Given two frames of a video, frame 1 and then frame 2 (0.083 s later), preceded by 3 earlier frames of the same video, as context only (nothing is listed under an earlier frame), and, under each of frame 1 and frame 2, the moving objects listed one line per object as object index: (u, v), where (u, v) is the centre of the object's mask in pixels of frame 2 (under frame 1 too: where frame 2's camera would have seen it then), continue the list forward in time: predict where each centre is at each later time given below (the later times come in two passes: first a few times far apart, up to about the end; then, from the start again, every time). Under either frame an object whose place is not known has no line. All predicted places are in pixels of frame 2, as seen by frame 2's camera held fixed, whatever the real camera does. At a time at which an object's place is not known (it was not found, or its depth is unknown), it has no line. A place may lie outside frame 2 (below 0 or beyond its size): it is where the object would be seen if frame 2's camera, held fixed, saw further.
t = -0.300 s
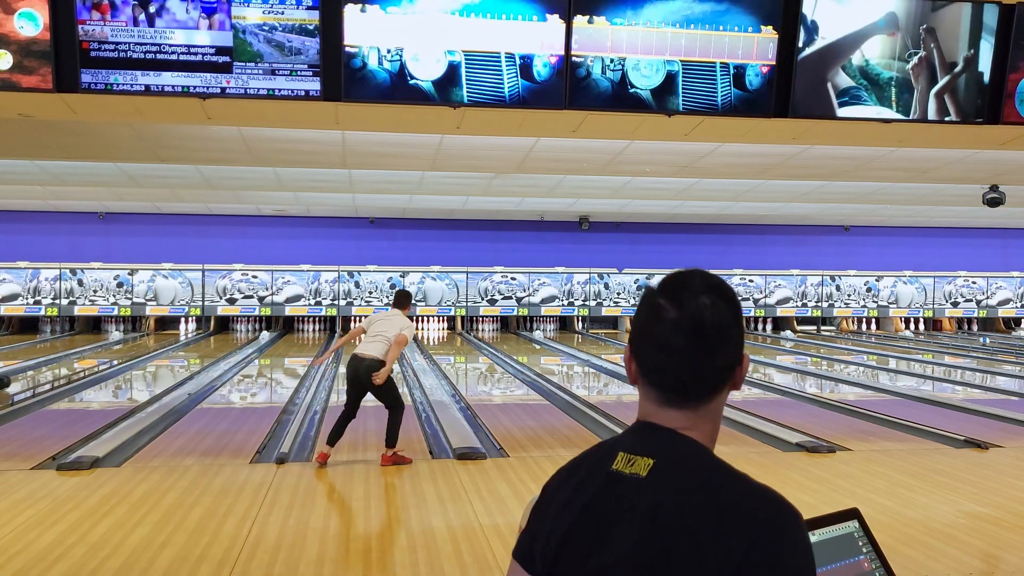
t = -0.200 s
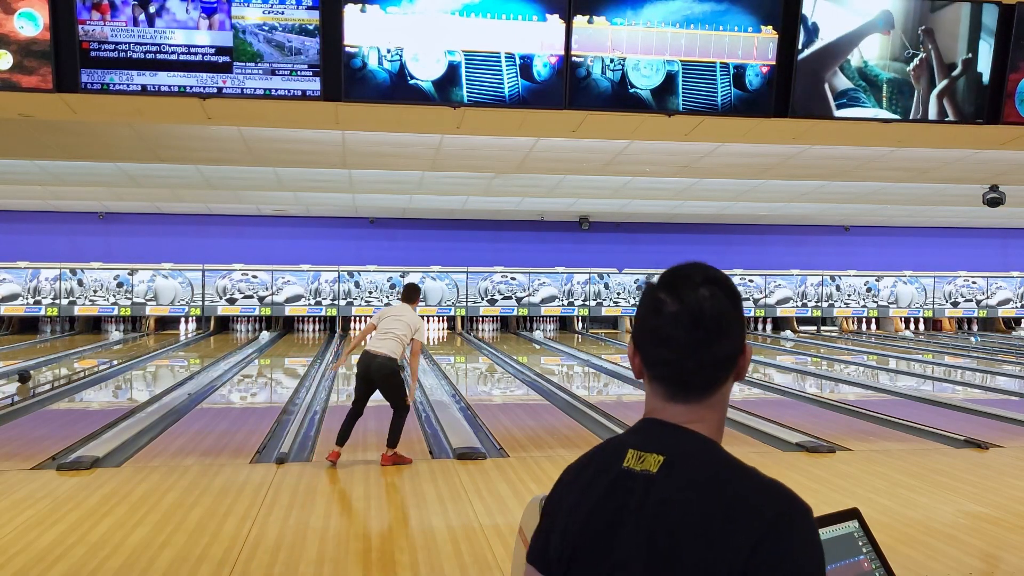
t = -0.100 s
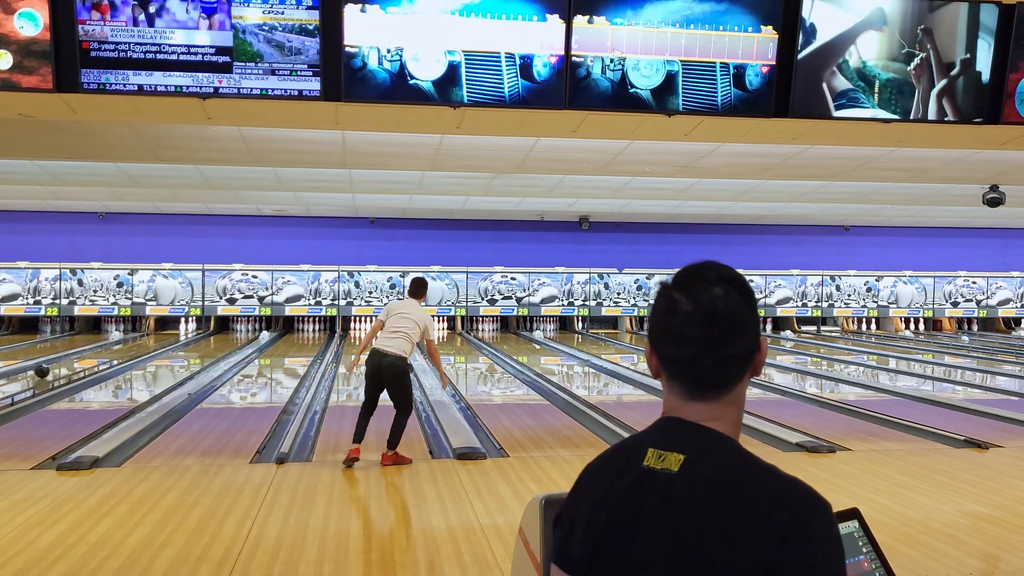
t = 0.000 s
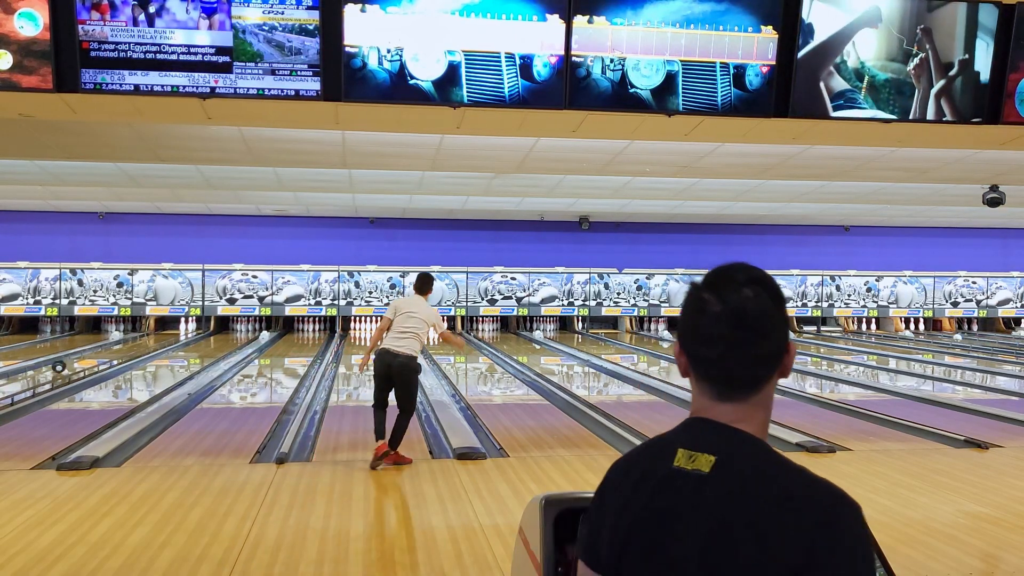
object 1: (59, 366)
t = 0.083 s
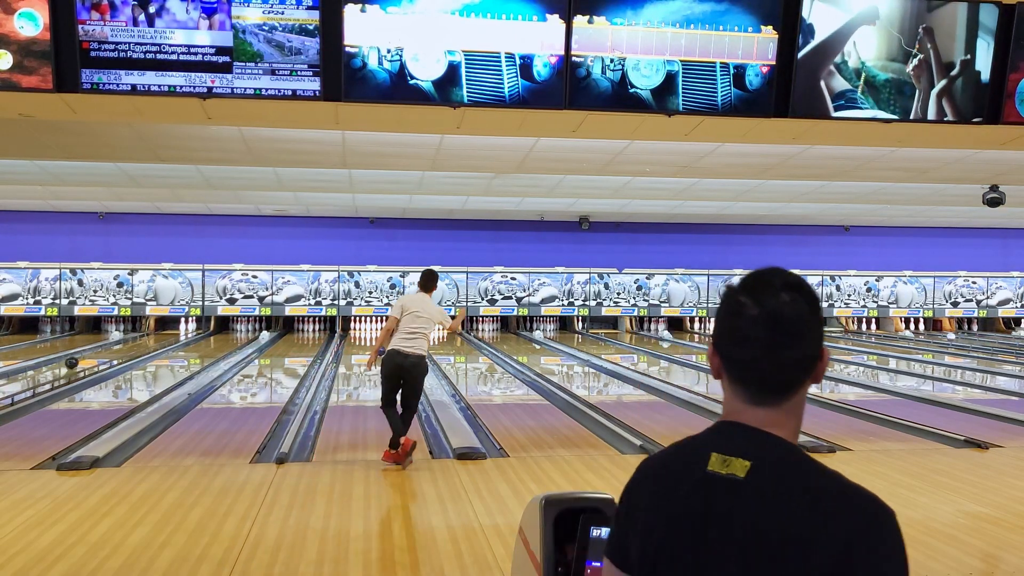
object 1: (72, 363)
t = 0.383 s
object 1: (110, 352)
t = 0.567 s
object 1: (129, 347)
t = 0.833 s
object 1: (152, 340)
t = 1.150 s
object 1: (174, 334)
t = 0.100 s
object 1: (74, 362)
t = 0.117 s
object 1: (76, 361)
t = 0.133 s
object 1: (79, 360)
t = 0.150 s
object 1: (81, 360)
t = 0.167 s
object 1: (83, 359)
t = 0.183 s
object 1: (86, 359)
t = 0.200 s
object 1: (88, 358)
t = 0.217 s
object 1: (90, 357)
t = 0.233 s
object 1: (92, 357)
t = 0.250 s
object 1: (94, 356)
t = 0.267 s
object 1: (96, 356)
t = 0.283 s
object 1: (99, 355)
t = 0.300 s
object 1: (101, 354)
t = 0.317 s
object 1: (102, 354)
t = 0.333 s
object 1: (104, 354)
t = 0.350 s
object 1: (106, 353)
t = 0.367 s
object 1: (108, 352)
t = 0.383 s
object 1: (110, 352)
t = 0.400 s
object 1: (112, 351)
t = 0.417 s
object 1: (114, 350)
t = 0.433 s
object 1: (116, 350)
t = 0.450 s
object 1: (118, 349)
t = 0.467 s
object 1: (119, 349)
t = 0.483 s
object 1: (121, 349)
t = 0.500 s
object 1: (123, 348)
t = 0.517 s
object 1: (124, 348)
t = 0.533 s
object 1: (126, 347)
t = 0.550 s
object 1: (128, 347)
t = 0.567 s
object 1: (129, 347)
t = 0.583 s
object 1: (131, 346)
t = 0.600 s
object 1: (132, 346)
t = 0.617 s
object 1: (133, 345)
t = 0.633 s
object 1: (134, 345)
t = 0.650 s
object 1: (136, 344)
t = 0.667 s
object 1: (137, 344)
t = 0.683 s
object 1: (139, 343)
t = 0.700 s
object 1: (141, 343)
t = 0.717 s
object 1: (143, 342)
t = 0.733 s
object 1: (144, 341)
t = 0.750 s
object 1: (145, 341)
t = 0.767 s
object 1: (147, 341)
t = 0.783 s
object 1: (148, 341)
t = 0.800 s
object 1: (149, 341)
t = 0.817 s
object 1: (151, 340)
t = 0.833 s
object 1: (152, 340)
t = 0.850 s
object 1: (153, 339)
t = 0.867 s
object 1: (154, 339)
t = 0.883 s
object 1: (156, 339)
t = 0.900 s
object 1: (157, 338)
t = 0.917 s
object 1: (158, 338)
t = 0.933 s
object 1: (159, 337)
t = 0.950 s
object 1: (160, 337)
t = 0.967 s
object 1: (161, 337)
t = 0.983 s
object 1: (162, 337)
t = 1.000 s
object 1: (163, 336)
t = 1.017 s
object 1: (164, 335)
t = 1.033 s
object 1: (165, 335)
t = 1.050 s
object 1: (166, 335)
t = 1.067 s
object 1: (167, 335)
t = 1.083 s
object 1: (169, 335)
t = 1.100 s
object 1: (170, 334)
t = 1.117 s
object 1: (171, 334)
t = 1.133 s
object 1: (173, 334)
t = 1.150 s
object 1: (174, 334)
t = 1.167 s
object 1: (175, 333)
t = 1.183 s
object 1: (175, 333)
